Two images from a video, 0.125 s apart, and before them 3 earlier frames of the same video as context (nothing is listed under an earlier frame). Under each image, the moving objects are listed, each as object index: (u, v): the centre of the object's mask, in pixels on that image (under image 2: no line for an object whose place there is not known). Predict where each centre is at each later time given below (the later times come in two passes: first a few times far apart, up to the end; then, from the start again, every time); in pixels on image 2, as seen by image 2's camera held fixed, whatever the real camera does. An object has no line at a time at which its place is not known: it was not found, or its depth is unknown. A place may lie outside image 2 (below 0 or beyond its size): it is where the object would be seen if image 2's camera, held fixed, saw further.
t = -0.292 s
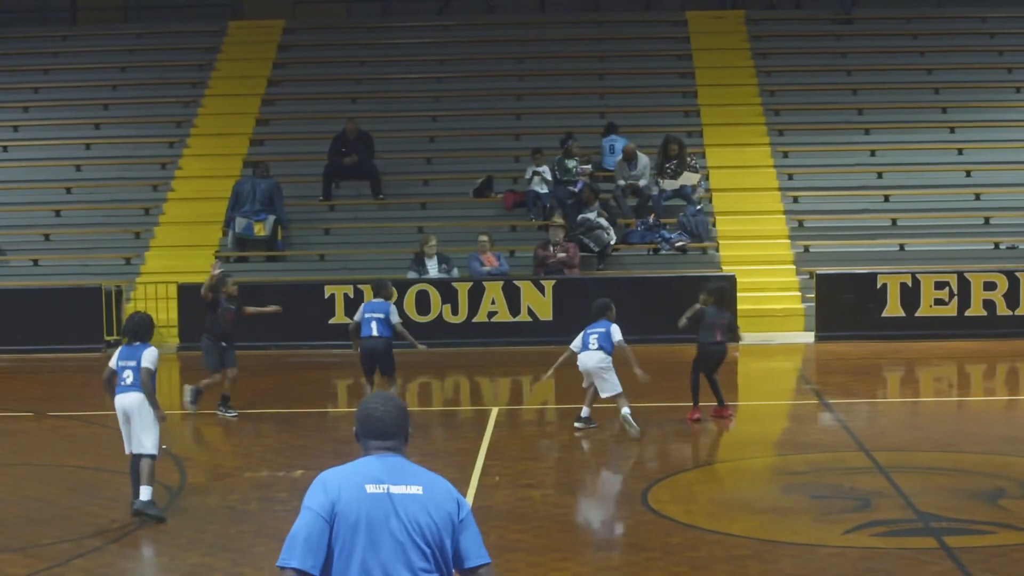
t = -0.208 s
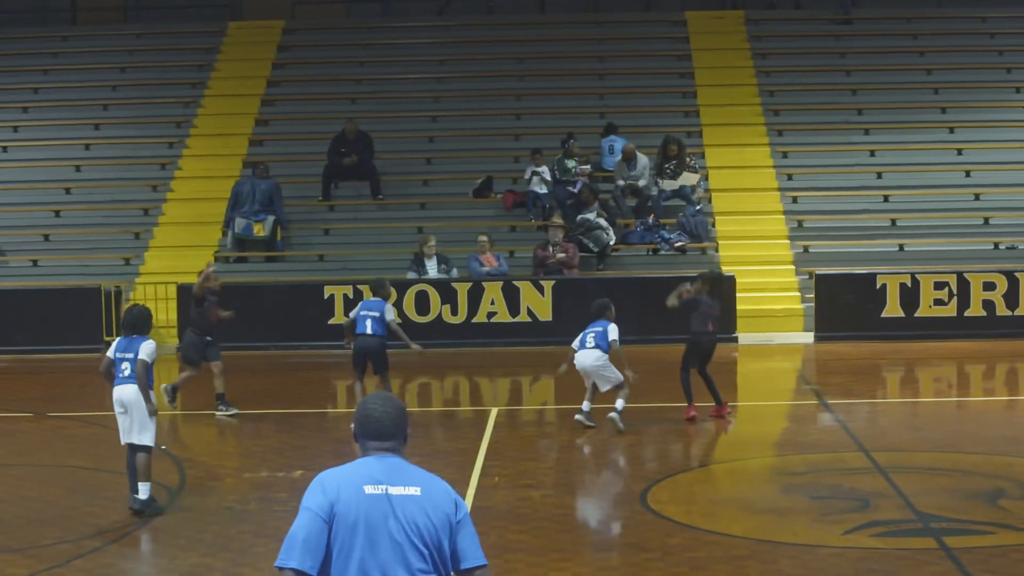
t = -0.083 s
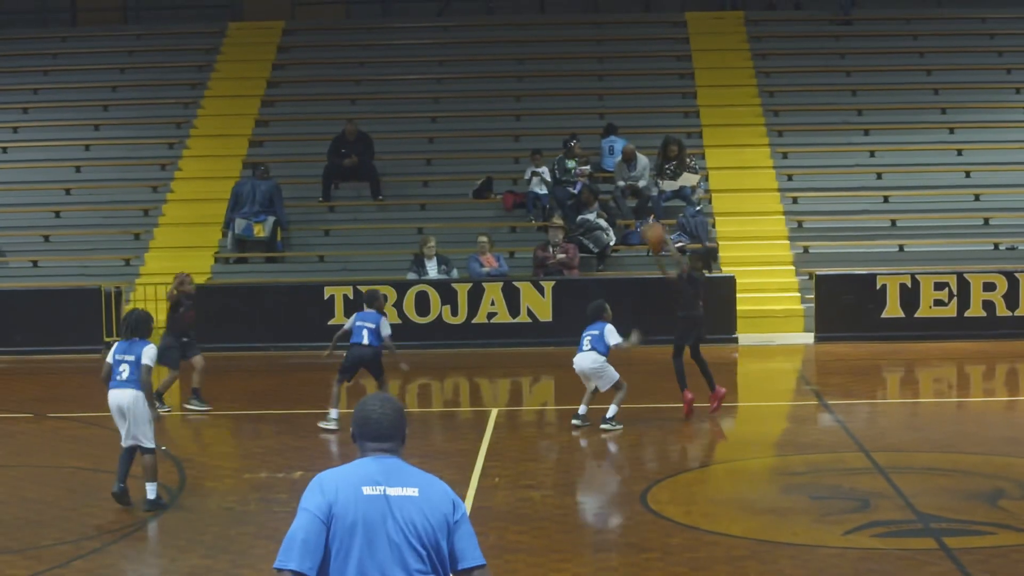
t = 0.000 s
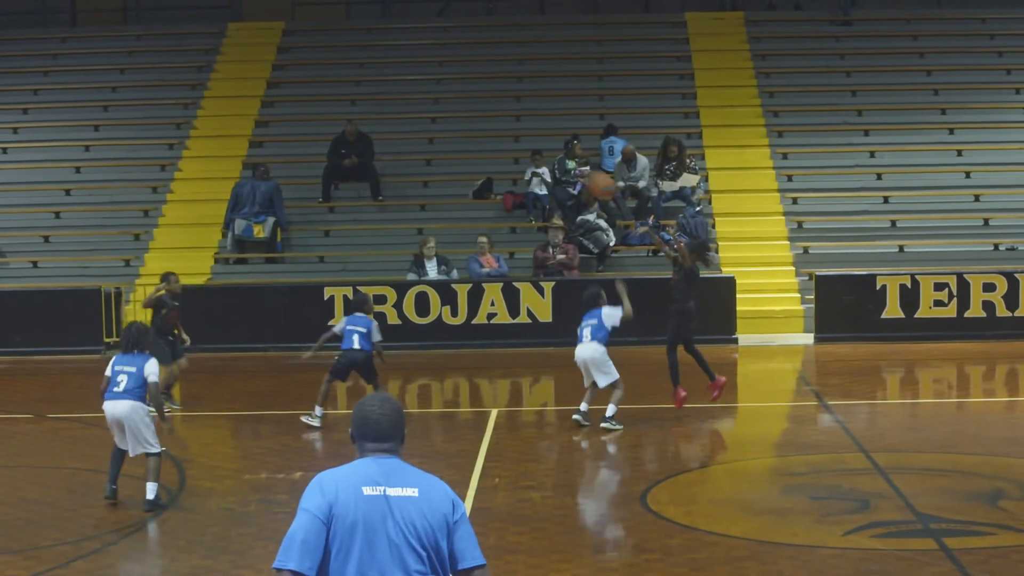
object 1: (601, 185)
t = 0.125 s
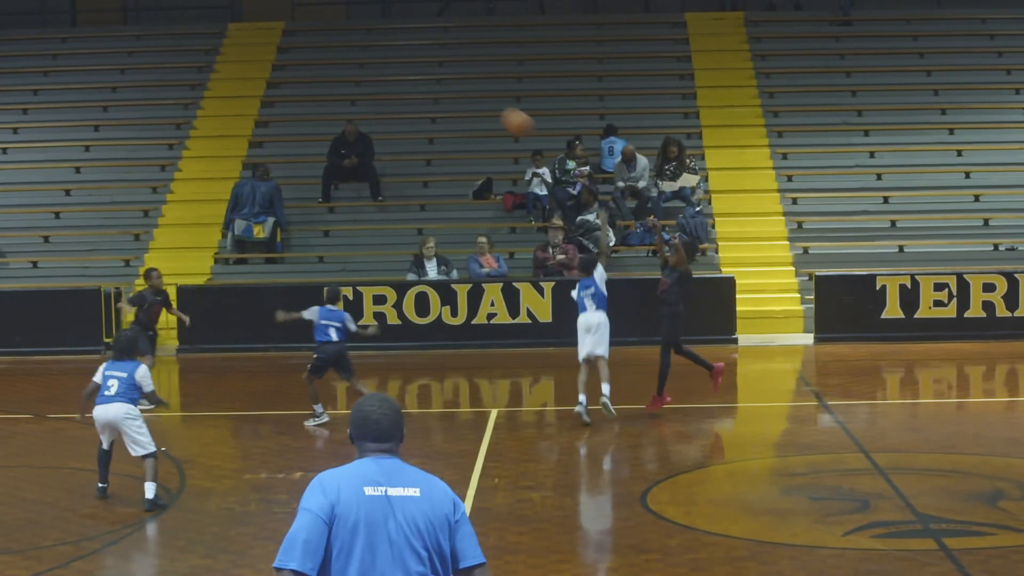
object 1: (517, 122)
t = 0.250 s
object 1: (433, 76)
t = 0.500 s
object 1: (266, 36)
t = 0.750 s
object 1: (103, 68)
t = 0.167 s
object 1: (488, 105)
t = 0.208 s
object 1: (460, 89)
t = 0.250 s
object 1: (433, 76)
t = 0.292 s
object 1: (404, 65)
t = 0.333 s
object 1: (376, 55)
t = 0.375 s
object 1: (348, 48)
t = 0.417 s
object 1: (320, 42)
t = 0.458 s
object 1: (293, 39)
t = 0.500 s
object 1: (266, 36)
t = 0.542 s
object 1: (237, 35)
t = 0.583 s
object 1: (210, 40)
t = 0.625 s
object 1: (183, 43)
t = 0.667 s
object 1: (156, 50)
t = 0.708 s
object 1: (129, 59)
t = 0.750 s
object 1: (103, 68)
